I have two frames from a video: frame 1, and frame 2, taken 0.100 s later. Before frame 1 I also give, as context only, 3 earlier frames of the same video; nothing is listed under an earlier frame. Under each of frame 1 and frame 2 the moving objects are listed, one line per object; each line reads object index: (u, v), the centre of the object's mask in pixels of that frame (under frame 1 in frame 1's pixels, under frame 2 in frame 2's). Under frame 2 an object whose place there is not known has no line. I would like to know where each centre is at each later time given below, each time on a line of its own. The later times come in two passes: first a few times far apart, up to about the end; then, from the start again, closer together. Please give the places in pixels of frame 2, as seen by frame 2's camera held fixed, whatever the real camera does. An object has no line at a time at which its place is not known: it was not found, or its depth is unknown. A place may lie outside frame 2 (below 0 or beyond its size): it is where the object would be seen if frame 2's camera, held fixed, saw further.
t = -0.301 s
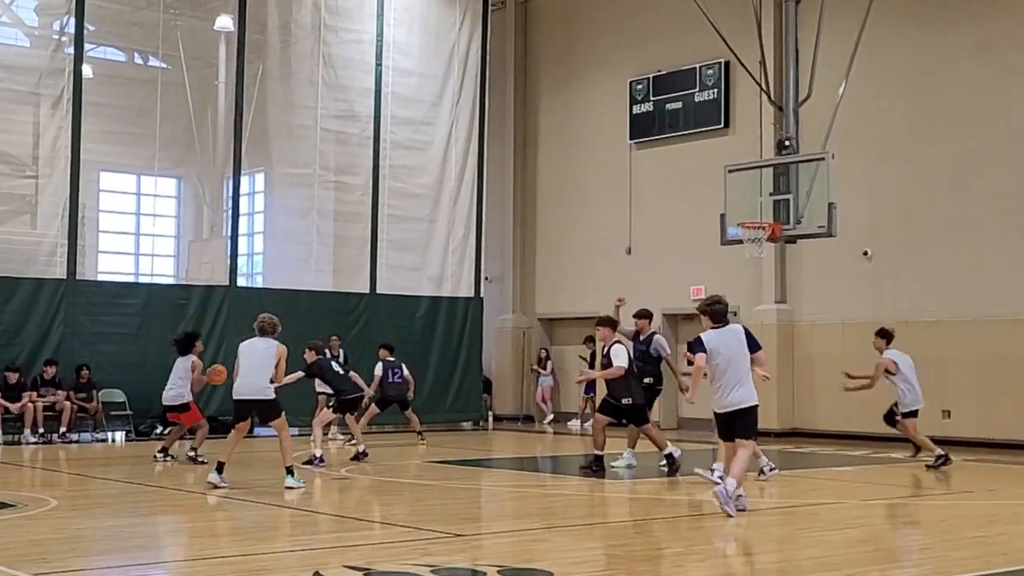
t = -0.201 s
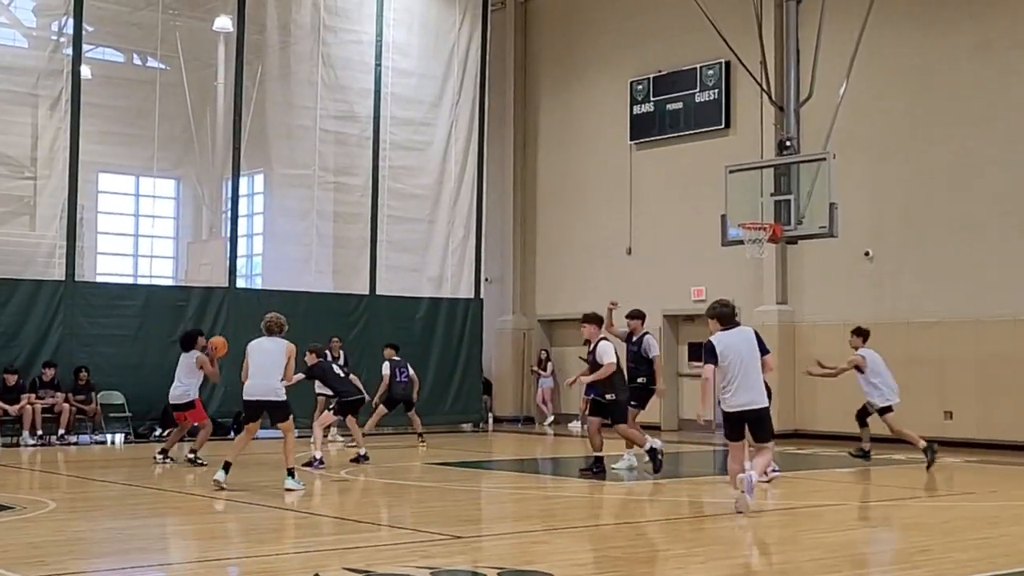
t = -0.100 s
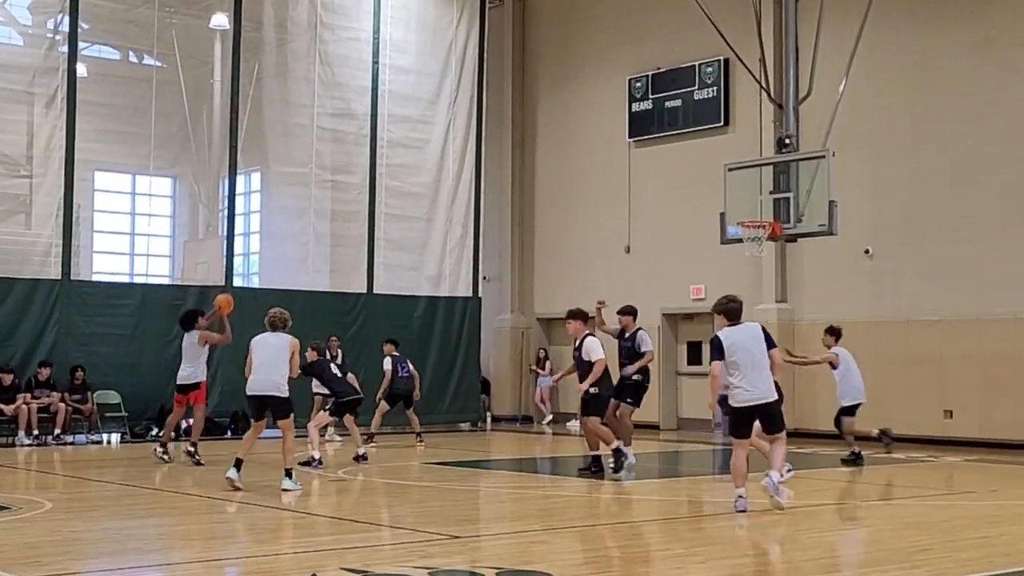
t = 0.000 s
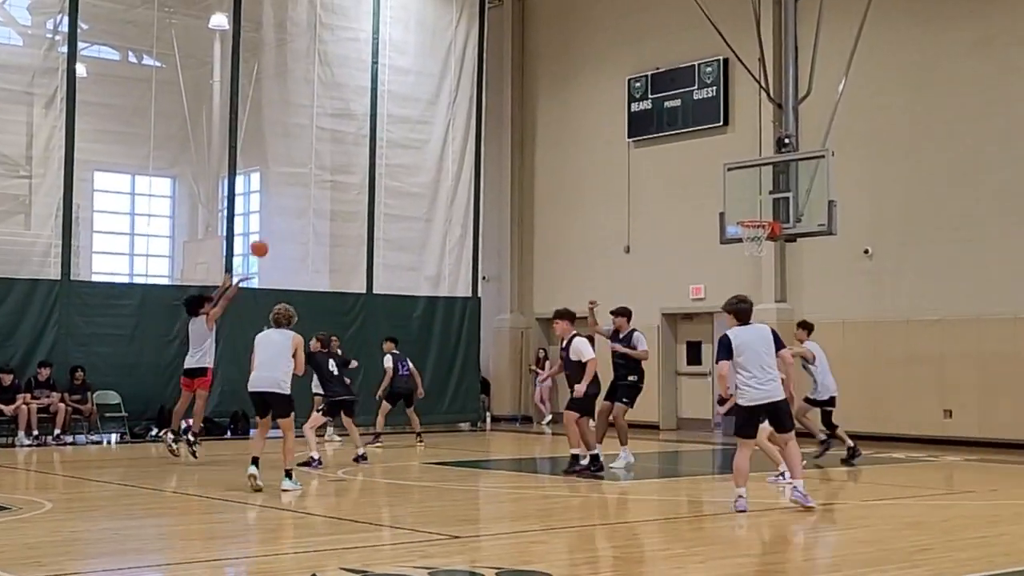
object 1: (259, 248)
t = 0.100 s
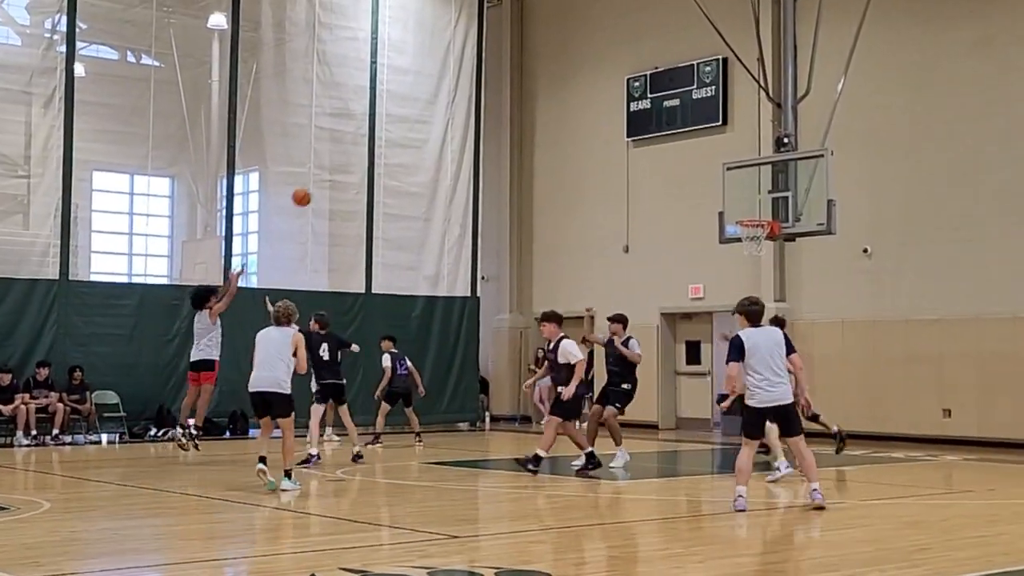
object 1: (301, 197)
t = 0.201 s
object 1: (344, 155)
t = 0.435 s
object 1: (440, 88)
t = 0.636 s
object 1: (518, 68)
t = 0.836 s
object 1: (595, 75)
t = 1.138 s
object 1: (706, 141)
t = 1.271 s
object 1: (753, 191)
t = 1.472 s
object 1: (815, 219)
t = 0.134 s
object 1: (316, 182)
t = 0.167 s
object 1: (330, 168)
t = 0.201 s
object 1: (344, 155)
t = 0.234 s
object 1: (359, 143)
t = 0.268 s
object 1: (372, 132)
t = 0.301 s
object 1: (386, 121)
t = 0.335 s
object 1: (400, 112)
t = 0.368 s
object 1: (413, 103)
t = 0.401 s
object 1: (427, 96)
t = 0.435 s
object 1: (440, 88)
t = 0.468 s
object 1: (453, 83)
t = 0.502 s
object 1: (466, 78)
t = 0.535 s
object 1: (479, 74)
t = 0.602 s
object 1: (506, 69)
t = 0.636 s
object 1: (518, 68)
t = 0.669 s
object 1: (530, 66)
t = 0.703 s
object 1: (544, 66)
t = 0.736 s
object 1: (557, 67)
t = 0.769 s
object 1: (570, 69)
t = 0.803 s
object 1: (583, 72)
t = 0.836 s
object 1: (595, 75)
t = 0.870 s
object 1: (607, 80)
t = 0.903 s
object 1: (620, 84)
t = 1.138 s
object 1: (706, 141)
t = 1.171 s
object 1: (718, 153)
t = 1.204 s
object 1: (730, 165)
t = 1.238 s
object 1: (742, 178)
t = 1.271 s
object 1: (753, 191)
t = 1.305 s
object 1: (764, 203)
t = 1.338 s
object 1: (775, 214)
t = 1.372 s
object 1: (786, 215)
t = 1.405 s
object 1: (799, 216)
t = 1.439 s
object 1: (811, 219)
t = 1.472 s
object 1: (815, 219)
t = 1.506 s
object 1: (817, 220)
